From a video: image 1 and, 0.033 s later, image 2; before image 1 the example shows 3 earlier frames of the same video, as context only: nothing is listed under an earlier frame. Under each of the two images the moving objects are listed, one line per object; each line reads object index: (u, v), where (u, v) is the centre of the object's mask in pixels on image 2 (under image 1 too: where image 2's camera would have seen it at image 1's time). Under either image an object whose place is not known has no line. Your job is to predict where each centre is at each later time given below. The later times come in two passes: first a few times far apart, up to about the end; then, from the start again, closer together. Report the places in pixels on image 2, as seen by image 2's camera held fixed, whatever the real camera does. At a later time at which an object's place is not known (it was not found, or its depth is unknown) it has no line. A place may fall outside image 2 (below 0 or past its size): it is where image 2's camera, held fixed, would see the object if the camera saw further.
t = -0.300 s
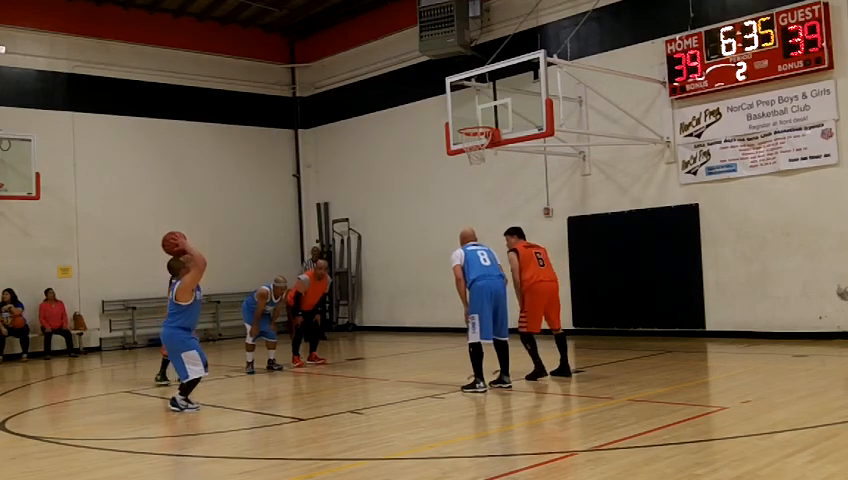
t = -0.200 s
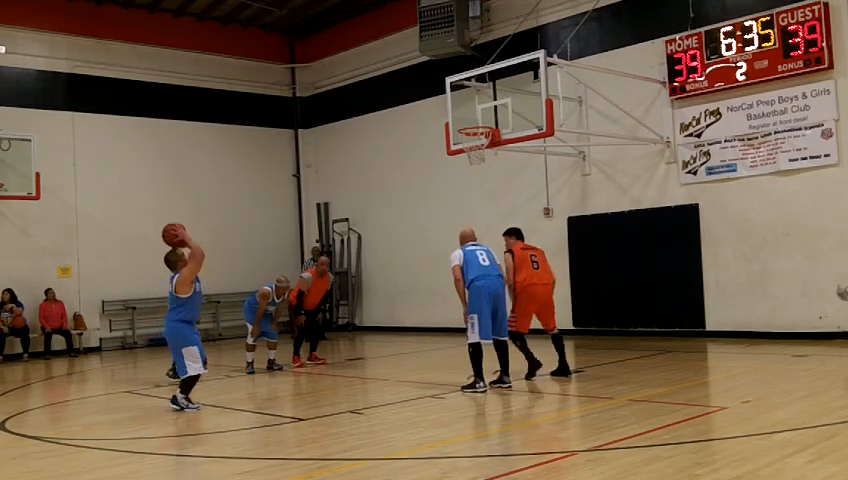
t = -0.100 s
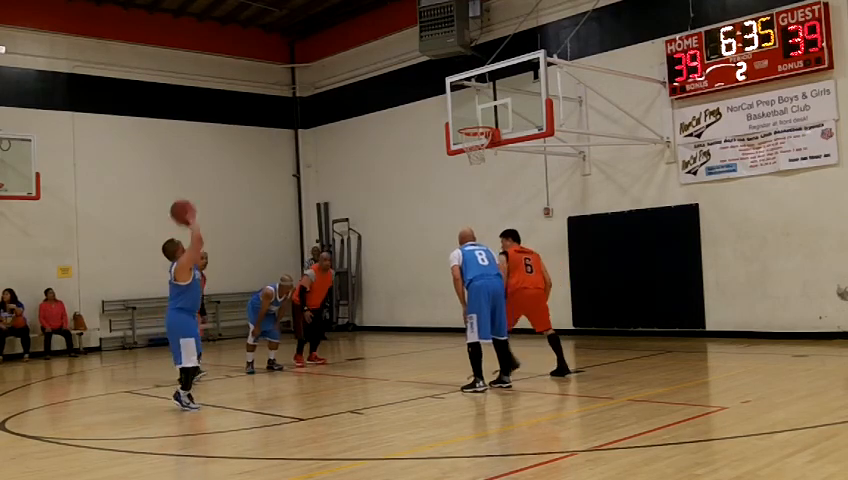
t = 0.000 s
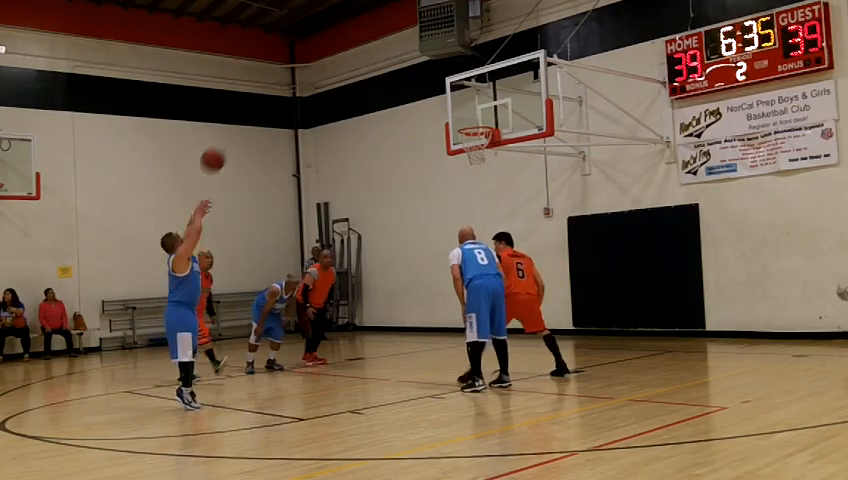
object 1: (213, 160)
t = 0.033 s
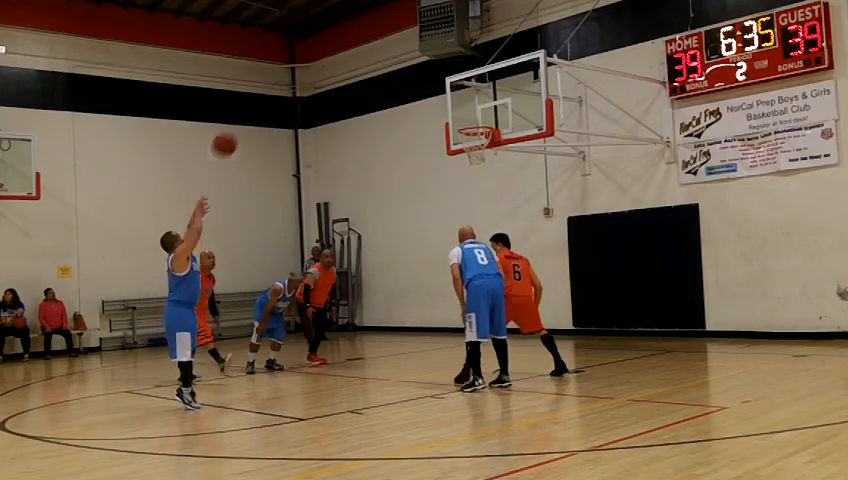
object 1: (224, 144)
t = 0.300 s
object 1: (312, 61)
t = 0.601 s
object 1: (398, 51)
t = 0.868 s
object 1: (466, 98)
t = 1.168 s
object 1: (476, 107)
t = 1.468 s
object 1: (432, 130)
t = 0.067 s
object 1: (236, 128)
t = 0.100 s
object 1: (248, 115)
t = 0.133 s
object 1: (259, 105)
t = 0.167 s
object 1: (270, 95)
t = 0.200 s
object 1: (281, 84)
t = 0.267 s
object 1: (302, 68)
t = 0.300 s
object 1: (312, 61)
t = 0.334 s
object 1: (322, 56)
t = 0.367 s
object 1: (332, 53)
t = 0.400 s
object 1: (342, 50)
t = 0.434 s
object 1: (351, 47)
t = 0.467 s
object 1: (361, 46)
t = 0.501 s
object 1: (371, 46)
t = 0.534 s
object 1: (379, 47)
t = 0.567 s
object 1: (390, 49)
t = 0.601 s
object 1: (398, 51)
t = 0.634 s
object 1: (407, 54)
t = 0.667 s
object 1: (416, 59)
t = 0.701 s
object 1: (424, 63)
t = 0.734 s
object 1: (433, 69)
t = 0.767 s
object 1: (440, 74)
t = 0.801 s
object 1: (448, 81)
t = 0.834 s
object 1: (457, 89)
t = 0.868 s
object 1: (466, 98)
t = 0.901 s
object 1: (474, 107)
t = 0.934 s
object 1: (482, 117)
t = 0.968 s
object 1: (484, 117)
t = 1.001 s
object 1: (485, 114)
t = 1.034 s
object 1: (485, 112)
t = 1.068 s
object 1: (486, 111)
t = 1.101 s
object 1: (486, 111)
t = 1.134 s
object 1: (481, 109)
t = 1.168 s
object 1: (476, 107)
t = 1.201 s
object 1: (471, 106)
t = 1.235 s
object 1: (466, 106)
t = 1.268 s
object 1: (461, 107)
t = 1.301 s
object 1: (456, 109)
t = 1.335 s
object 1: (451, 112)
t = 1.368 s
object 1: (446, 115)
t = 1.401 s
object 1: (441, 119)
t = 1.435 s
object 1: (437, 124)
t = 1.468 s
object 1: (432, 130)
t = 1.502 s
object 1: (427, 137)
